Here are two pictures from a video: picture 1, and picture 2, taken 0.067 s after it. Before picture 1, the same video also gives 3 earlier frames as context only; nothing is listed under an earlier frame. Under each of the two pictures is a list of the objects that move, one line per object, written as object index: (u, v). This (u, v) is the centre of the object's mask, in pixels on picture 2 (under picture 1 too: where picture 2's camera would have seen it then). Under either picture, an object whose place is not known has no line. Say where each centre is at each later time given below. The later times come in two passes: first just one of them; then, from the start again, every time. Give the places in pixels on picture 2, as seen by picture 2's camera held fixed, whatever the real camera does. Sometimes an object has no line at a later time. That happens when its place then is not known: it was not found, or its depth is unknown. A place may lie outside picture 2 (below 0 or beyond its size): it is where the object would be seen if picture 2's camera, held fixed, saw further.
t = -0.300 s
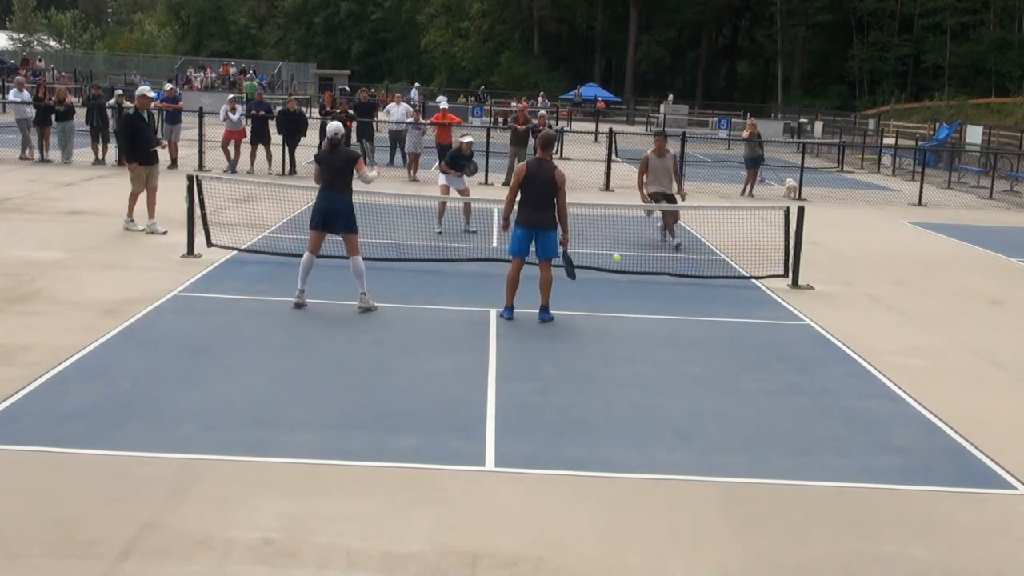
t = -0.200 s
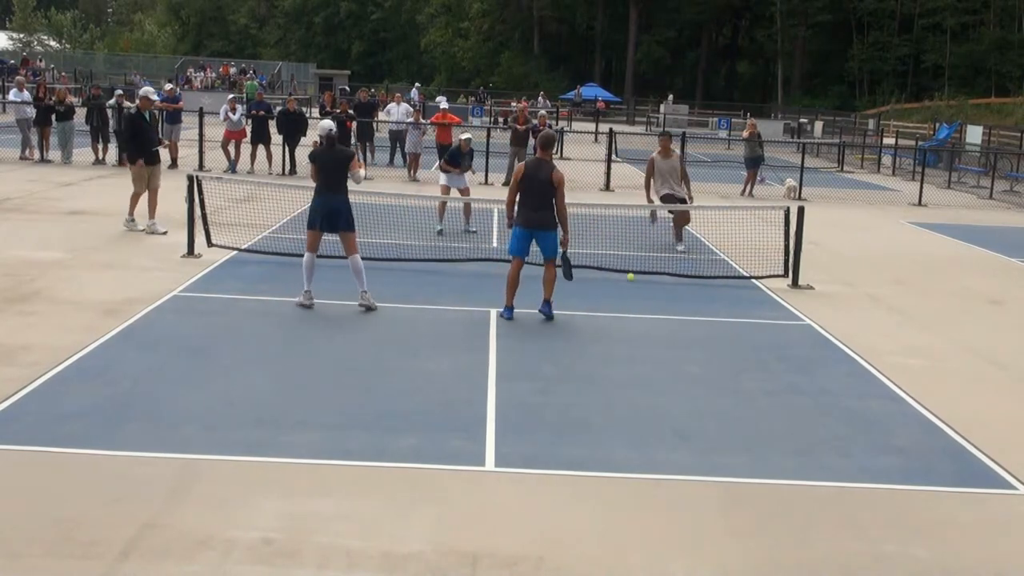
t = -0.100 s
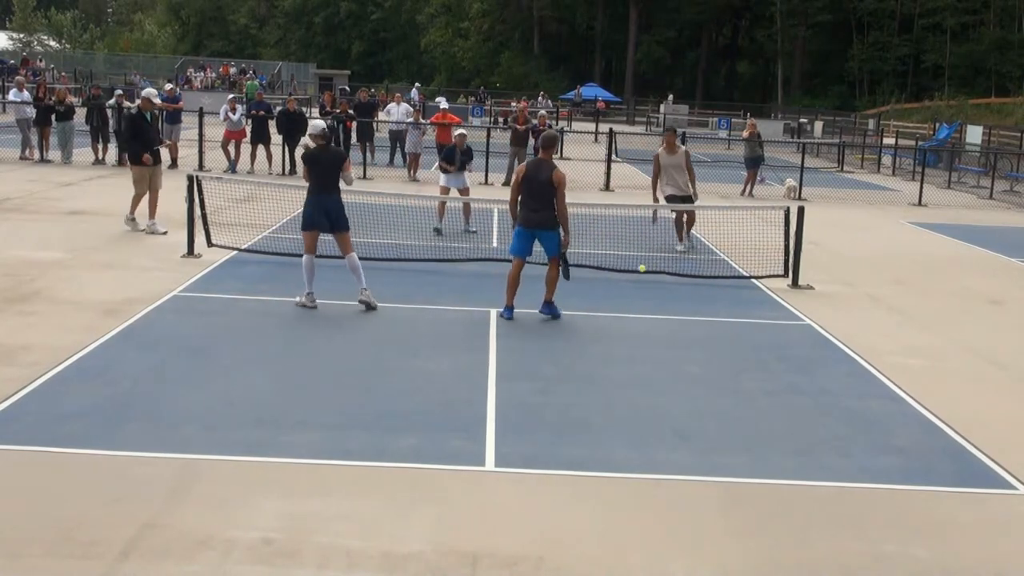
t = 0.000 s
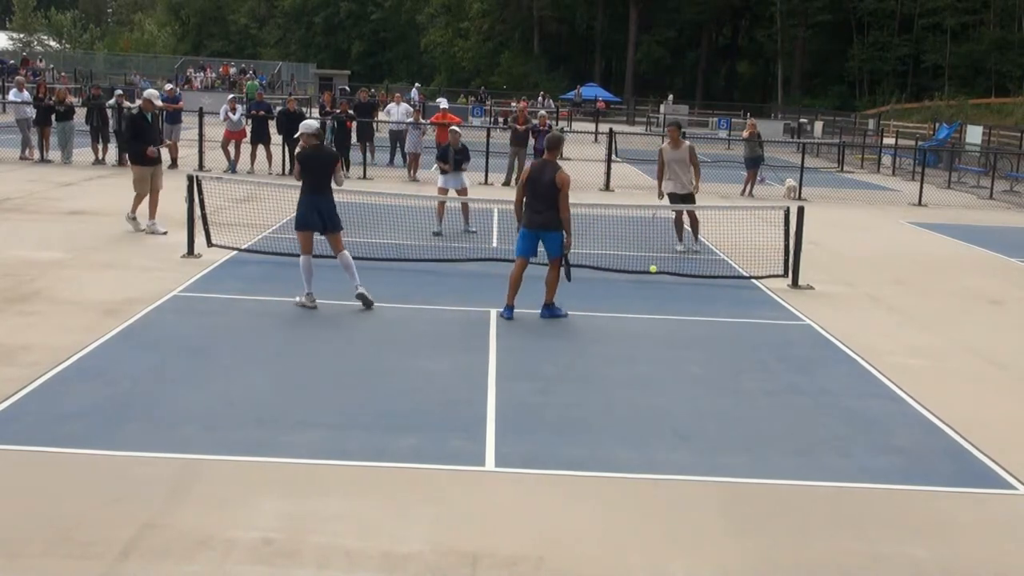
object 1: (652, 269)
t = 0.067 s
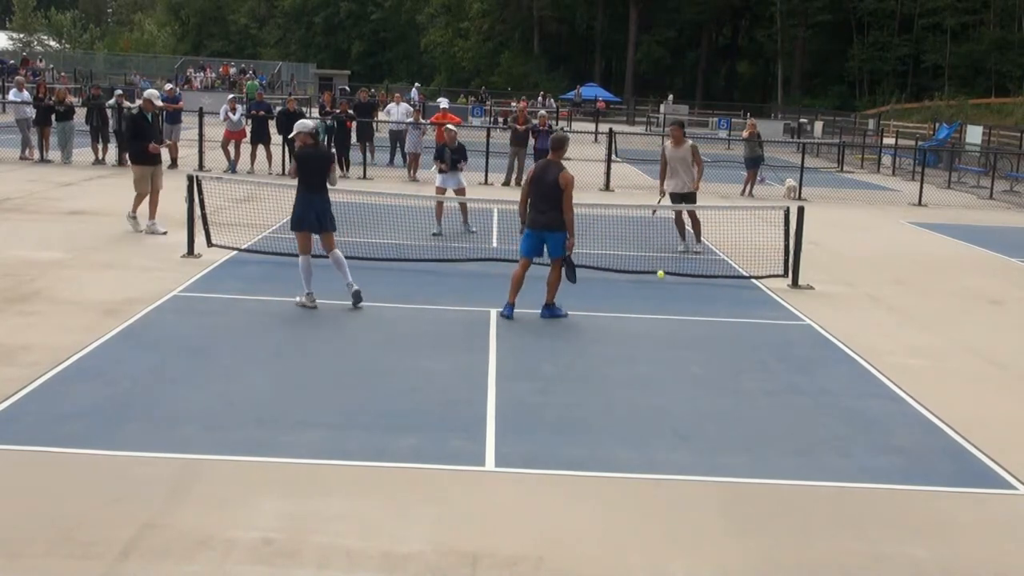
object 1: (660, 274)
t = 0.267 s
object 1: (682, 281)
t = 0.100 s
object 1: (664, 277)
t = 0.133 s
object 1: (667, 283)
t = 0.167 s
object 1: (670, 285)
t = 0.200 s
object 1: (674, 283)
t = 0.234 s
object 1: (678, 281)
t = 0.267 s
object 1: (682, 281)
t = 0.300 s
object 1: (686, 281)
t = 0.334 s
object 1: (689, 283)
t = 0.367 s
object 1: (694, 286)
